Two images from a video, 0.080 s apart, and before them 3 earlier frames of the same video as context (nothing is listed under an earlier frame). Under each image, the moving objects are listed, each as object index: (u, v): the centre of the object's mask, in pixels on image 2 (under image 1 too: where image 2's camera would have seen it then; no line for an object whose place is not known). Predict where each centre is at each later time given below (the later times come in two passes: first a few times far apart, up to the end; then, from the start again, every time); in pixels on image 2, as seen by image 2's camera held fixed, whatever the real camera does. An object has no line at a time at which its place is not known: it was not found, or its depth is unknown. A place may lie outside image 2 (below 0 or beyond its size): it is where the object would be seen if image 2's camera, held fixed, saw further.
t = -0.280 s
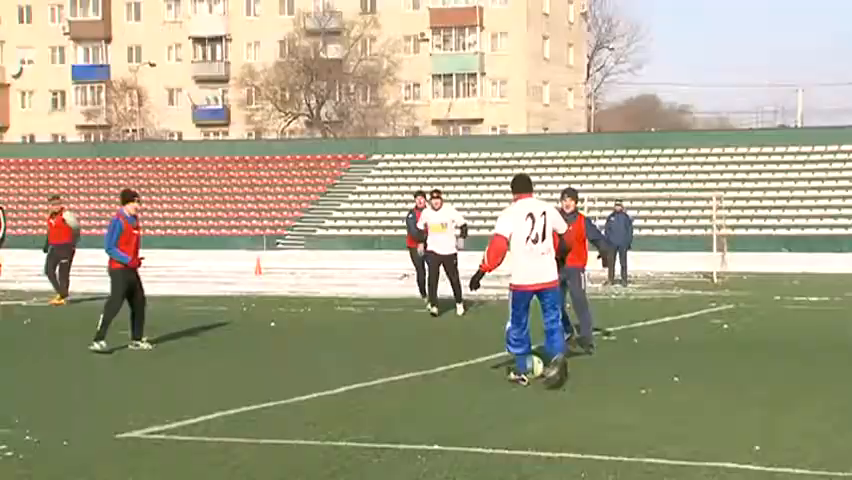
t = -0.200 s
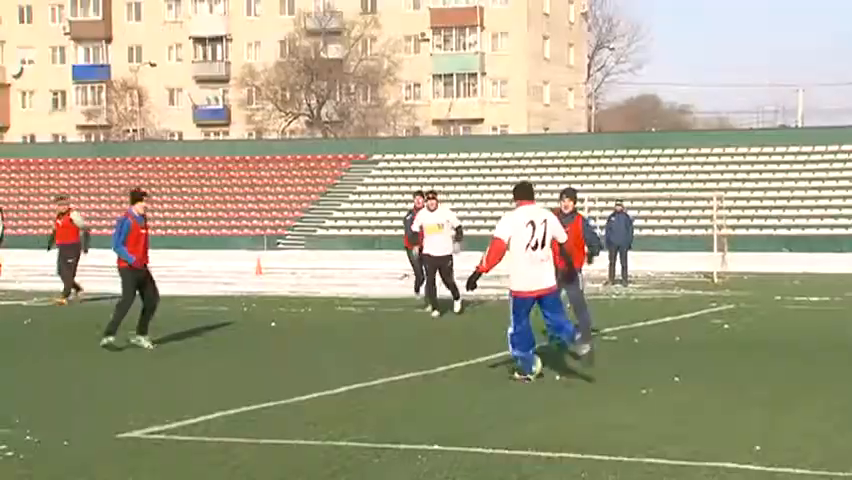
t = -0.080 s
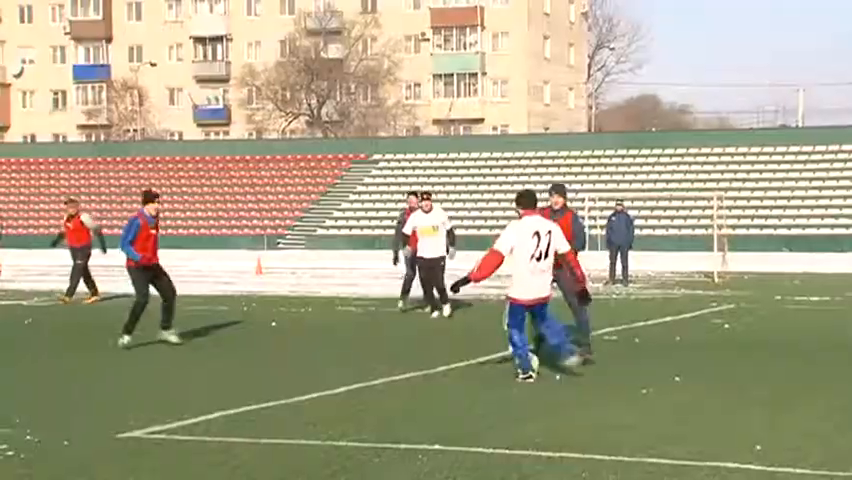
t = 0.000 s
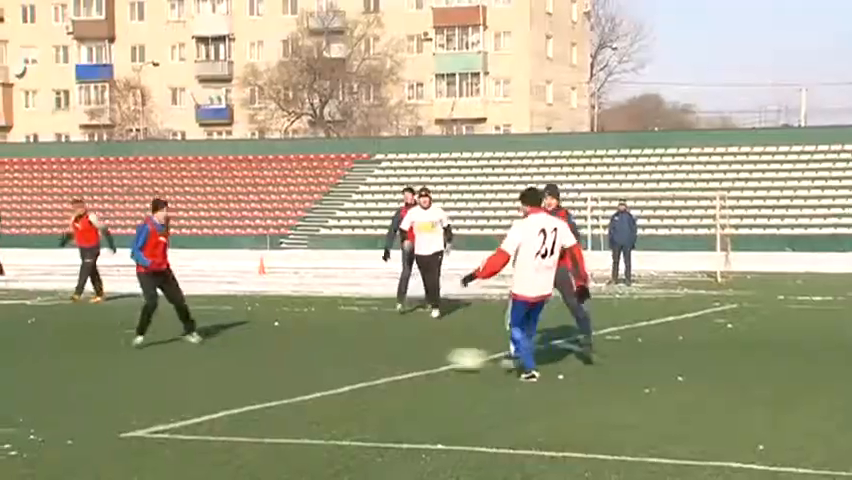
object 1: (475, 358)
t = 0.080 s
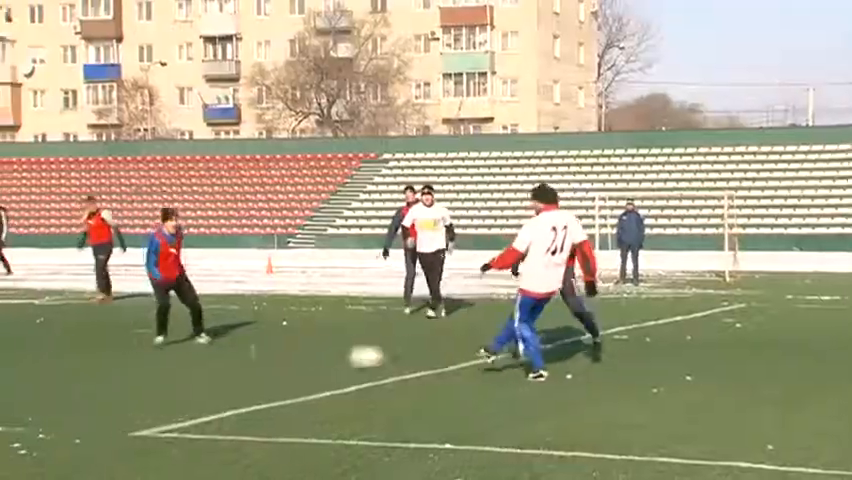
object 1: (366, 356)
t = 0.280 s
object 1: (131, 346)
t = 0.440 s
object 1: (-33, 342)
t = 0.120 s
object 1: (315, 356)
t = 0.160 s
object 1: (268, 351)
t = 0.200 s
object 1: (222, 348)
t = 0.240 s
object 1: (178, 347)
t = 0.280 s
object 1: (131, 346)
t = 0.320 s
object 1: (87, 348)
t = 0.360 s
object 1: (44, 349)
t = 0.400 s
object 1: (7, 345)
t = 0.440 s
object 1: (-33, 342)
